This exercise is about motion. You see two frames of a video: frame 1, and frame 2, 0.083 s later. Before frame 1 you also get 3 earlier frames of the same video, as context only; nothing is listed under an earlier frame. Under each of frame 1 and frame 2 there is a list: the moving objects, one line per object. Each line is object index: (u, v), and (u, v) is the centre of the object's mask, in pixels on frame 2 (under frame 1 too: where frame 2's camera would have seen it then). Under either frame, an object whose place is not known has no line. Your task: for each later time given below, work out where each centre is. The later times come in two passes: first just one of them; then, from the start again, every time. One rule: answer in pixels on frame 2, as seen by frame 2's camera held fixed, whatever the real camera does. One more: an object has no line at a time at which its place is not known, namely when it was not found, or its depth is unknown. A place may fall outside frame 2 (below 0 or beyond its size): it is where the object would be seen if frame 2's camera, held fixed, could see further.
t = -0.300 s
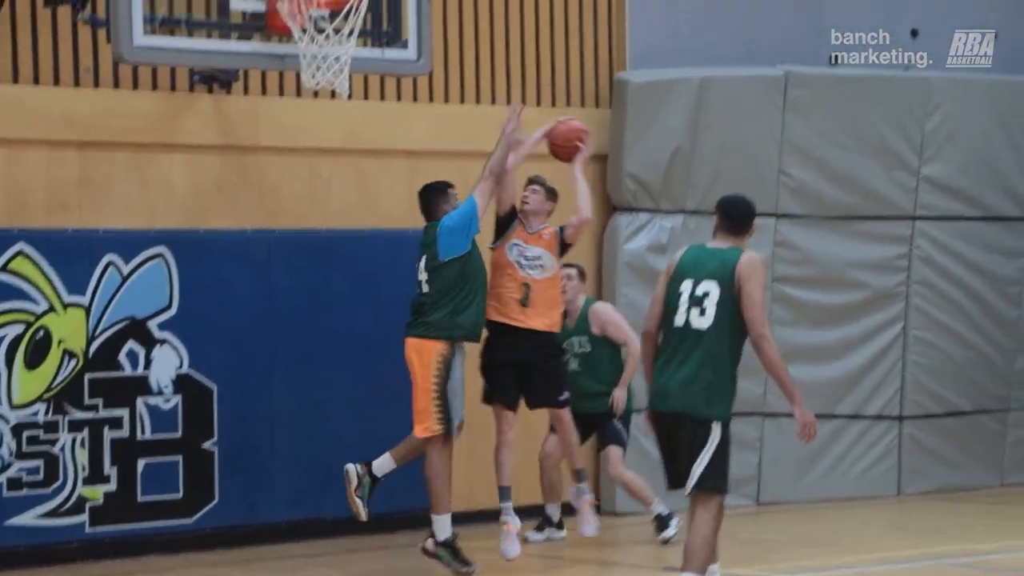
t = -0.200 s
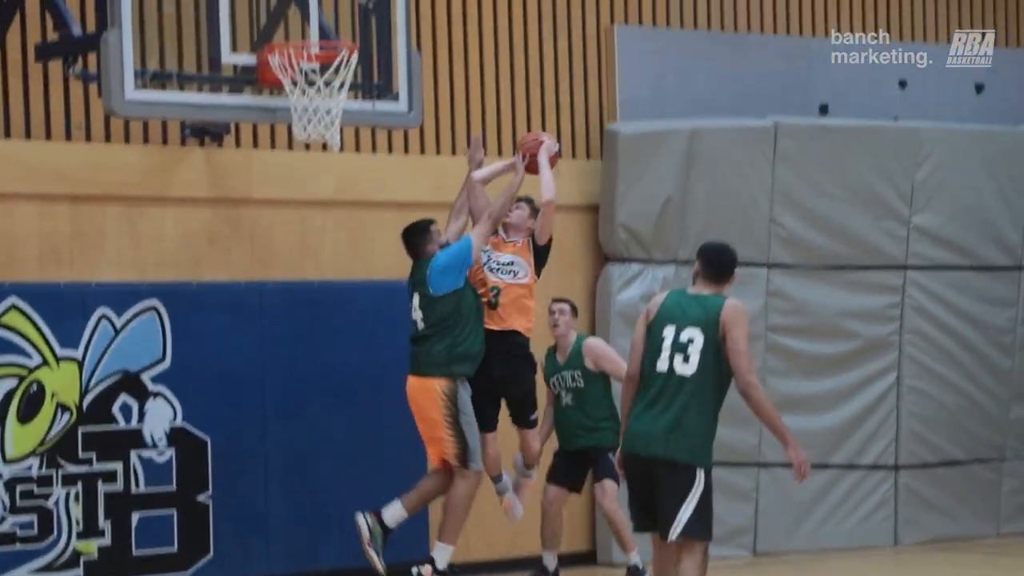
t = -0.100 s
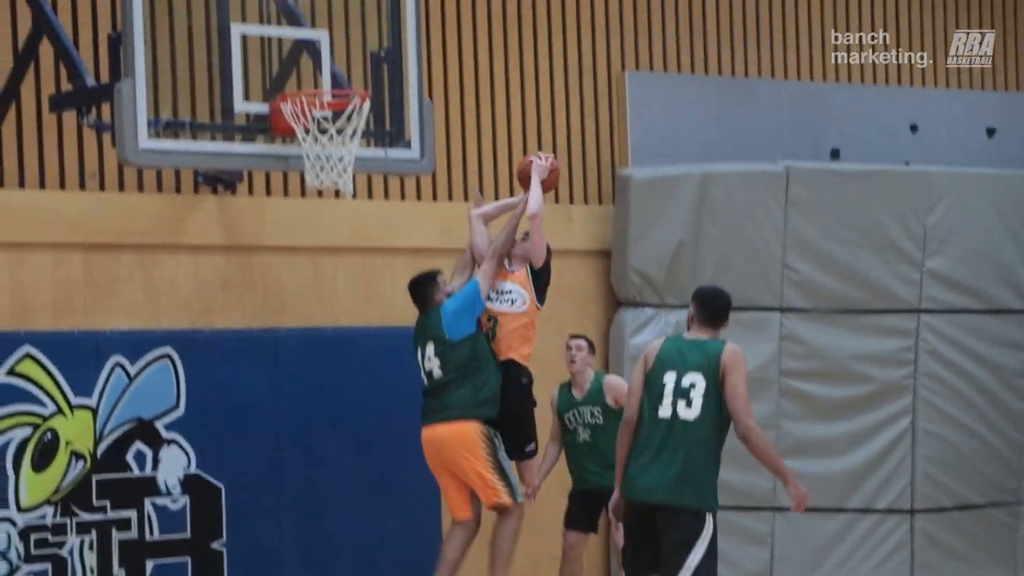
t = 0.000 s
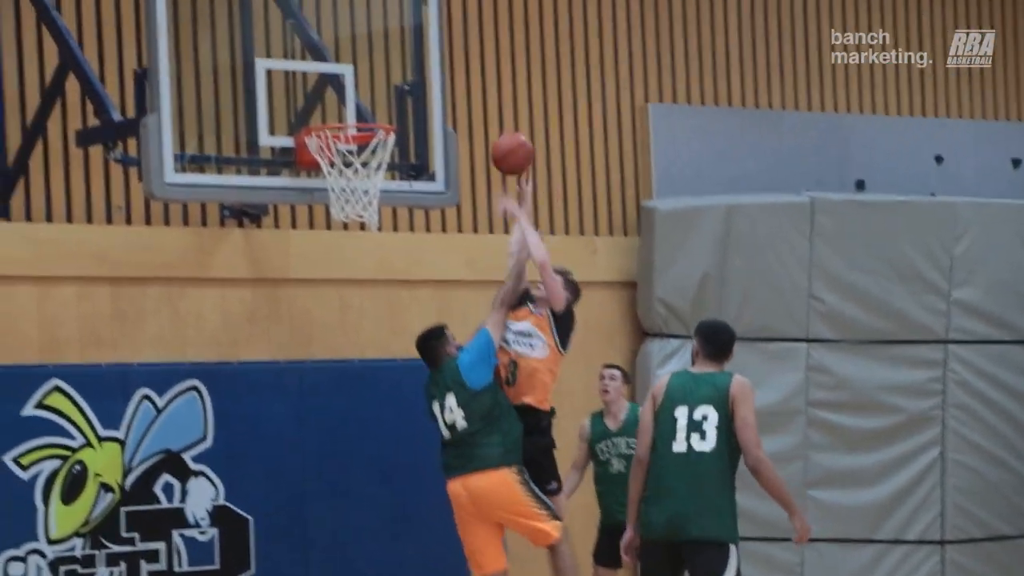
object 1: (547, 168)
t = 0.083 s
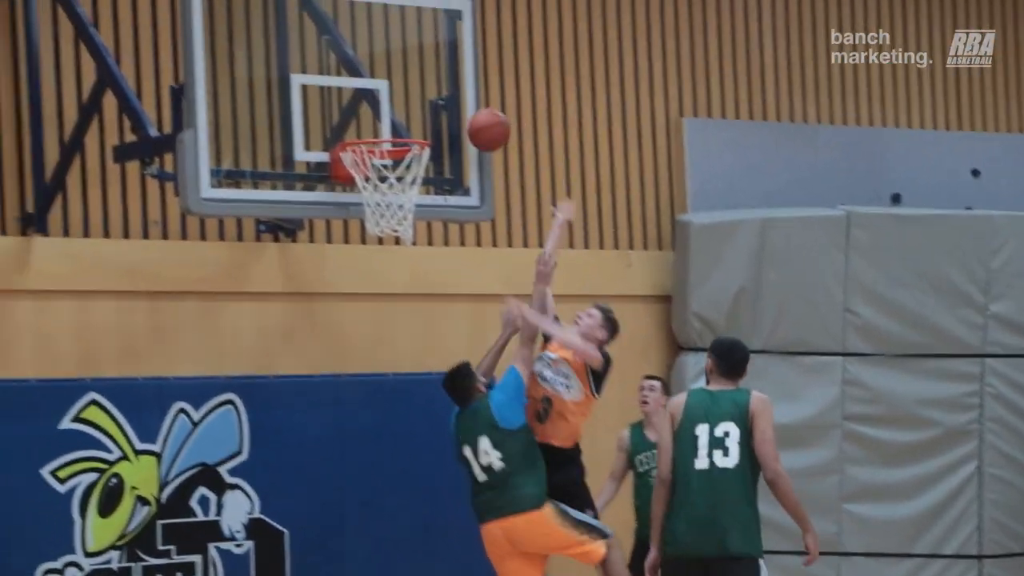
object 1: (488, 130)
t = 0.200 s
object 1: (426, 100)
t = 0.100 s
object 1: (477, 123)
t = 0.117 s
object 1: (465, 118)
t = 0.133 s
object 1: (454, 113)
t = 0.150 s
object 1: (443, 108)
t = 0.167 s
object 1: (432, 104)
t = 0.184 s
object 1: (429, 102)
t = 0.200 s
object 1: (426, 100)
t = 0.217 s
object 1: (424, 98)
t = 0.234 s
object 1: (420, 96)
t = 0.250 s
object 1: (418, 96)
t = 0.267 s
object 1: (415, 96)
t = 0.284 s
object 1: (412, 96)
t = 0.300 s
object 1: (409, 97)
